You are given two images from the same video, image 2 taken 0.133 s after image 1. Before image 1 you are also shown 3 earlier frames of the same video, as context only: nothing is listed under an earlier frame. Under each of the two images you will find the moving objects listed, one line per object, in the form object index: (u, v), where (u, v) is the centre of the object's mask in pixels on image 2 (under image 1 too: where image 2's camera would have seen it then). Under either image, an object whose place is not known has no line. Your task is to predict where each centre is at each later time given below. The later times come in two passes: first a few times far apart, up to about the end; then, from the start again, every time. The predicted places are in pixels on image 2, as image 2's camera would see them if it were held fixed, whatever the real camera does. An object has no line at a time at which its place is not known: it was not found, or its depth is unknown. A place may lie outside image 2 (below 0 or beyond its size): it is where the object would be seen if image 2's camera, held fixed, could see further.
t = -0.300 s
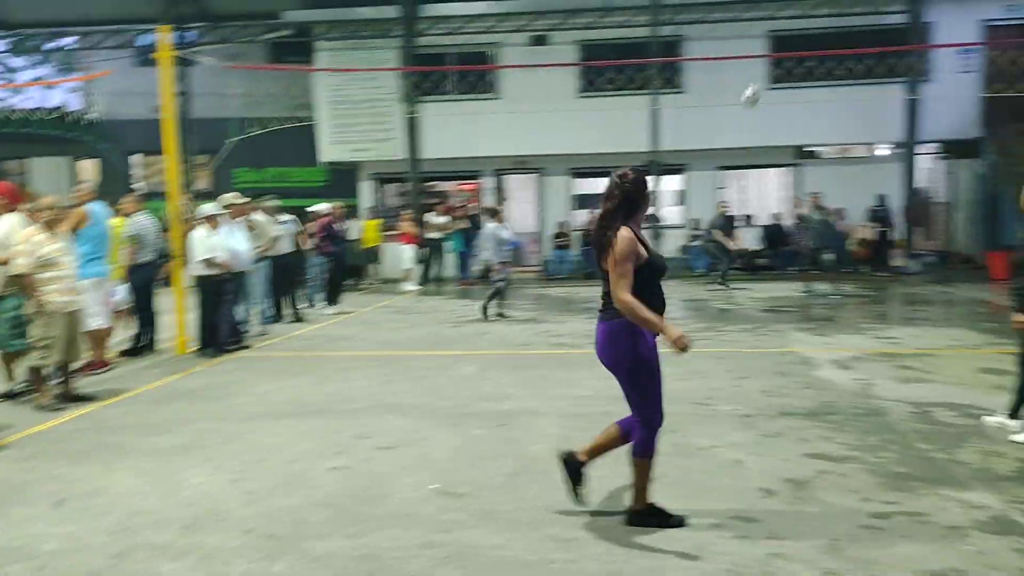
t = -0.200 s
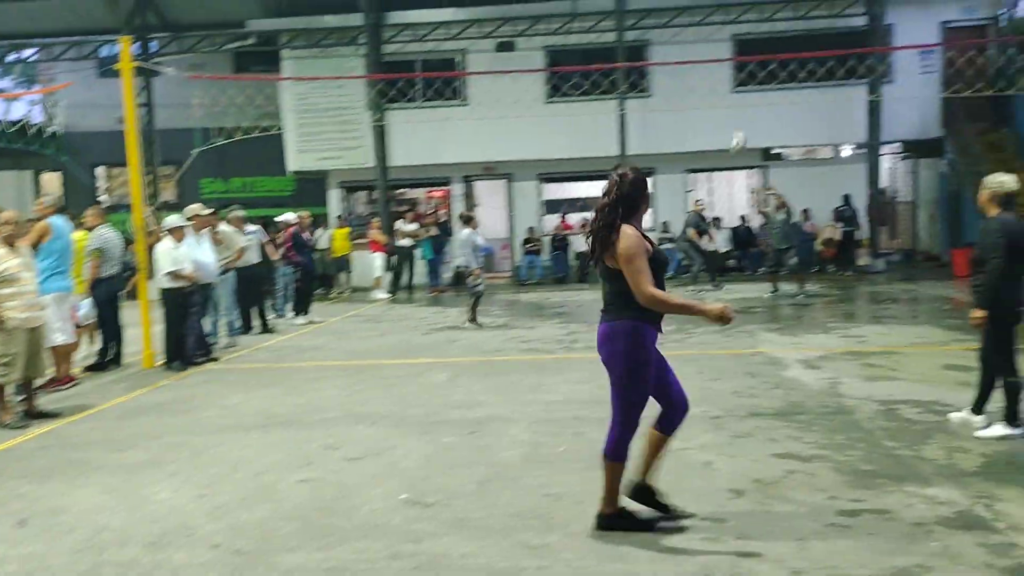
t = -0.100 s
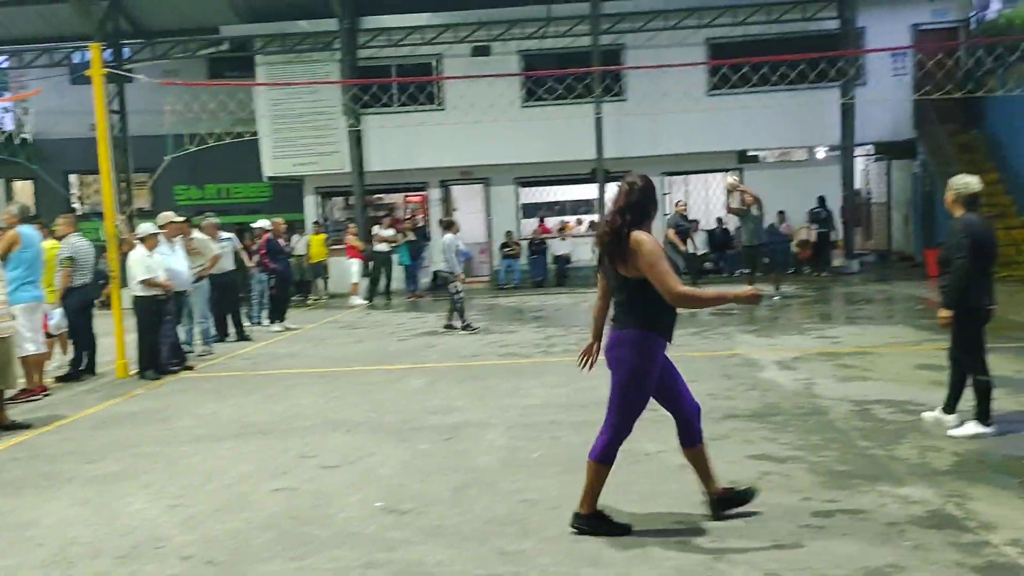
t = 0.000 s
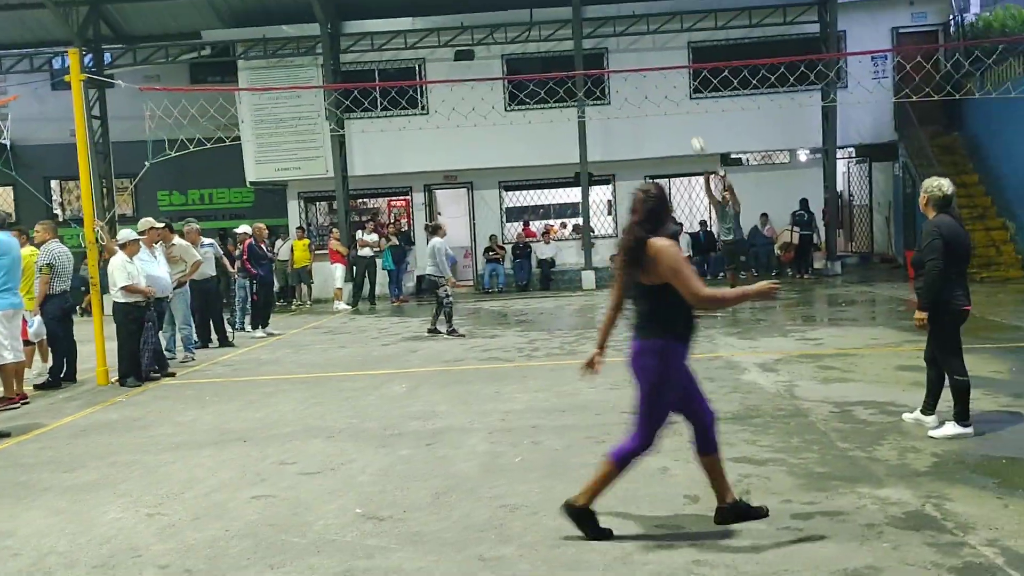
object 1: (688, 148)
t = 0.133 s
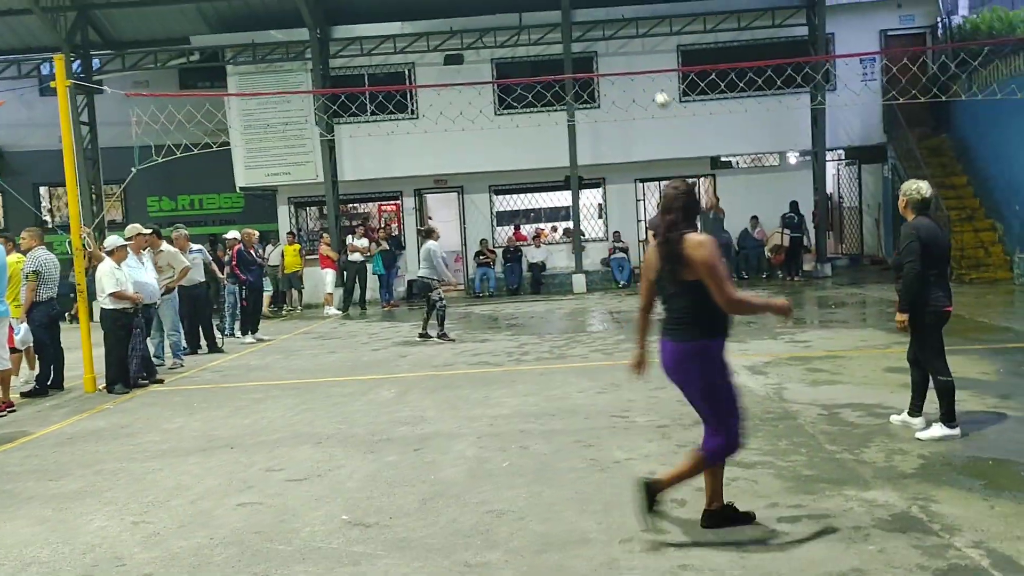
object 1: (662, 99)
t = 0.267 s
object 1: (635, 62)
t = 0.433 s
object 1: (601, 30)
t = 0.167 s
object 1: (654, 89)
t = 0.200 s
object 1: (648, 80)
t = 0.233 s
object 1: (642, 70)
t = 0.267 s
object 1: (635, 62)
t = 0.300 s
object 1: (628, 54)
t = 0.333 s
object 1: (621, 47)
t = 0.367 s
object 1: (615, 41)
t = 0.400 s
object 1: (607, 34)
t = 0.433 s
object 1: (601, 30)
